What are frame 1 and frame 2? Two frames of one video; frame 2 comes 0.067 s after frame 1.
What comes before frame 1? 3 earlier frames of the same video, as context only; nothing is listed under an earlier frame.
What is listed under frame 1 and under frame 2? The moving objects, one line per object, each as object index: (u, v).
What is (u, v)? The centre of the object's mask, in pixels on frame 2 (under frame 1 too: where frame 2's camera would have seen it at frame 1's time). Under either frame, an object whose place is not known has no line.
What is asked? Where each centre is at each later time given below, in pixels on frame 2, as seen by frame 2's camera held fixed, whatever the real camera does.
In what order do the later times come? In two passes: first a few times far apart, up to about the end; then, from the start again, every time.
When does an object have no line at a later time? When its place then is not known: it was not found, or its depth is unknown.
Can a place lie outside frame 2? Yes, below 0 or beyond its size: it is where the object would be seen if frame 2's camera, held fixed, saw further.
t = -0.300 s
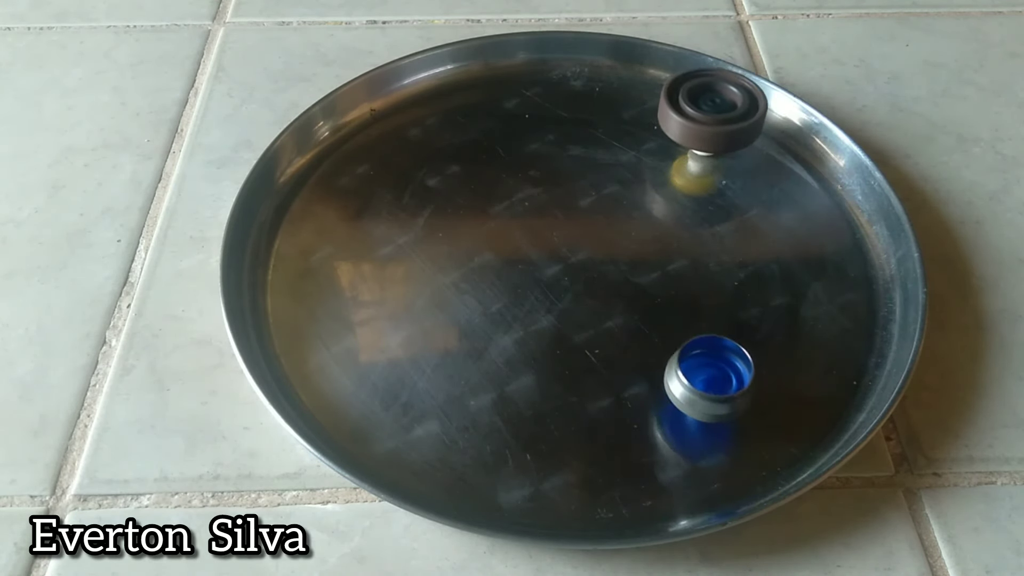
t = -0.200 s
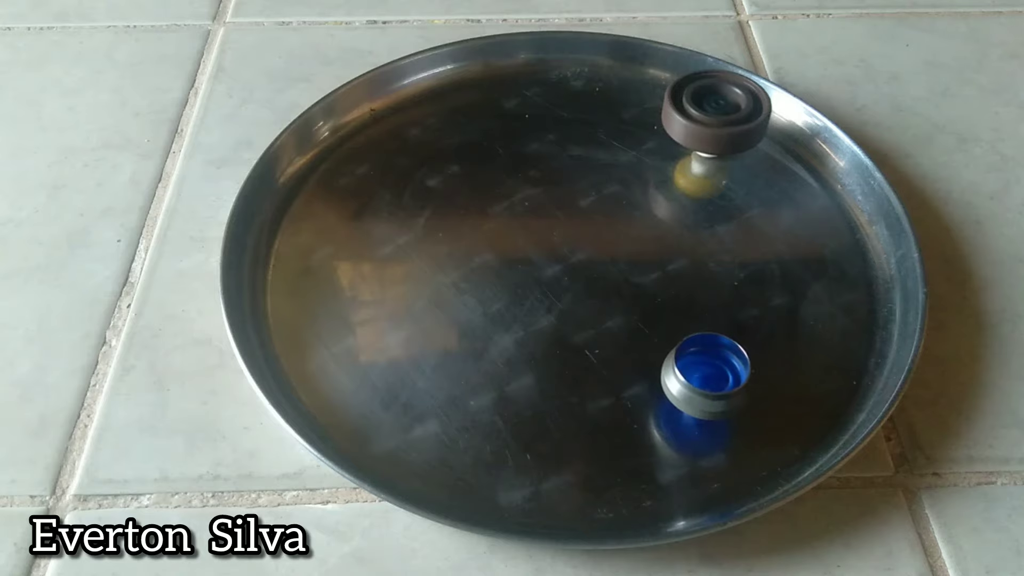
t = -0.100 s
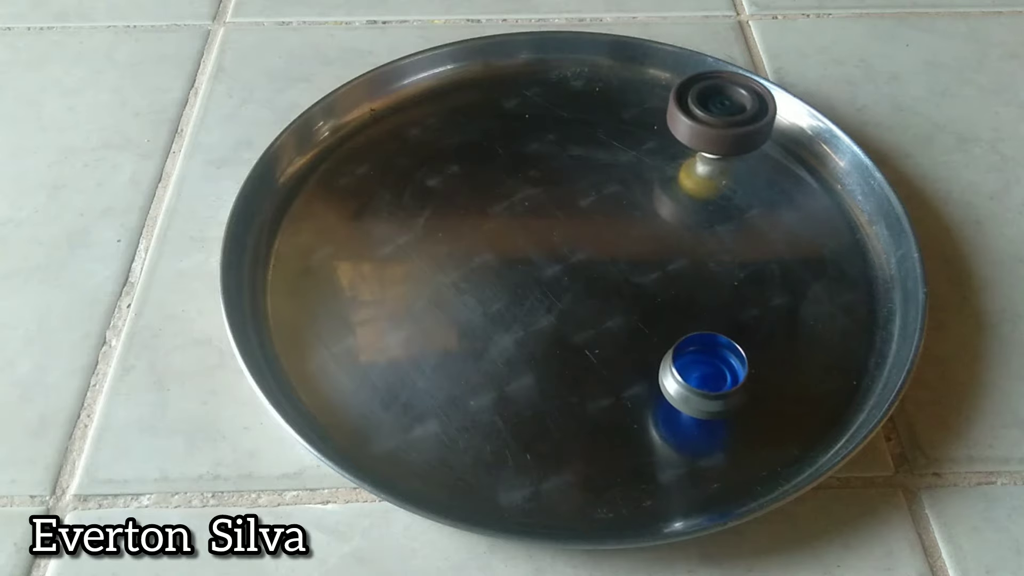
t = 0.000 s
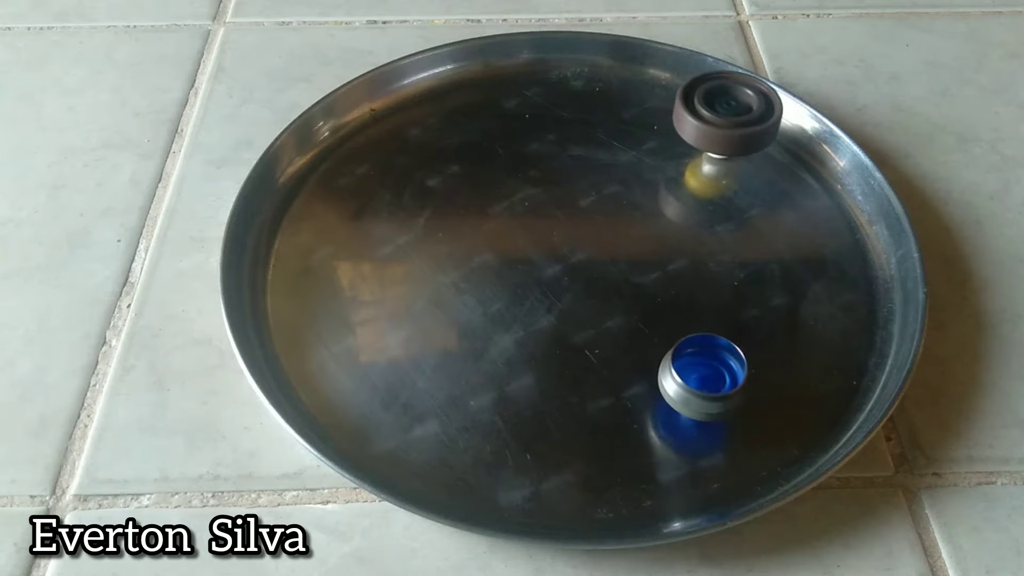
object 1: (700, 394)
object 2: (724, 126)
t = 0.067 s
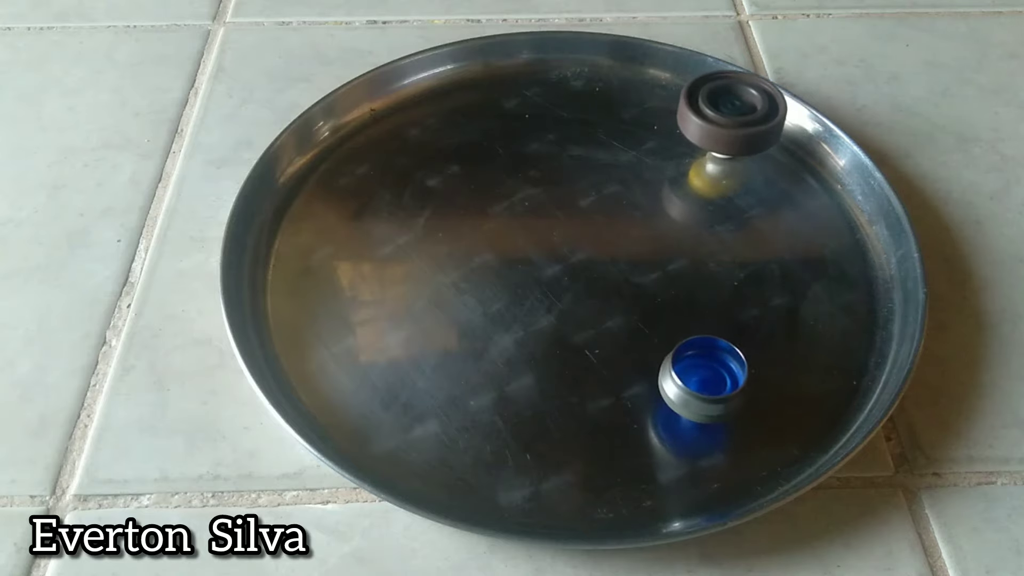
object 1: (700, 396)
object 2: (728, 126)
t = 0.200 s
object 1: (703, 402)
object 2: (730, 121)
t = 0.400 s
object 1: (715, 417)
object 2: (721, 112)
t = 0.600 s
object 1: (731, 440)
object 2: (710, 105)
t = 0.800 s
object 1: (747, 454)
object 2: (698, 102)
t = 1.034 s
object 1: (740, 446)
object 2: (686, 103)
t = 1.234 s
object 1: (728, 432)
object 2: (685, 108)
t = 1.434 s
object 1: (716, 402)
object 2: (690, 114)
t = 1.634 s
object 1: (712, 390)
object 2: (698, 116)
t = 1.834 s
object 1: (712, 385)
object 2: (708, 117)
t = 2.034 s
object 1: (718, 385)
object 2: (715, 114)
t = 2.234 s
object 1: (731, 392)
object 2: (711, 107)
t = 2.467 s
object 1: (753, 404)
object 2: (704, 102)
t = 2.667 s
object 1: (774, 423)
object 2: (696, 100)
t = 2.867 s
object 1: (792, 433)
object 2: (690, 100)
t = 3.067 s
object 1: (778, 426)
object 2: (685, 105)
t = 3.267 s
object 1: (768, 421)
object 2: (692, 113)
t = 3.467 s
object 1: (761, 421)
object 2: (702, 118)
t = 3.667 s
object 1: (759, 426)
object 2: (715, 121)
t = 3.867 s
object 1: (763, 435)
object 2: (729, 121)
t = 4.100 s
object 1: (774, 443)
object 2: (725, 112)
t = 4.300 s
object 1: (767, 444)
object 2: (718, 109)
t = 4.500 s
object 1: (761, 447)
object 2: (708, 108)
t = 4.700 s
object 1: (759, 454)
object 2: (702, 113)
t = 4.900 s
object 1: (751, 454)
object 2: (707, 121)
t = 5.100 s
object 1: (743, 458)
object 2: (716, 126)
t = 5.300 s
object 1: (737, 464)
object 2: (728, 131)
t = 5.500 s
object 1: (725, 468)
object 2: (743, 132)
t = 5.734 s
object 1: (710, 474)
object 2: (741, 123)
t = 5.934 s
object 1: (700, 478)
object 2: (732, 117)
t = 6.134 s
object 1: (688, 479)
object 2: (720, 114)
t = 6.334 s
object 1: (676, 483)
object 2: (709, 117)
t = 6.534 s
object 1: (665, 485)
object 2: (712, 124)
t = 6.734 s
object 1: (650, 485)
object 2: (718, 129)
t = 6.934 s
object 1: (635, 480)
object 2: (727, 132)
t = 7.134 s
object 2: (739, 131)
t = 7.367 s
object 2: (739, 122)
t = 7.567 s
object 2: (729, 114)
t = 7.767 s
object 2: (716, 110)
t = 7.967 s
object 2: (702, 109)
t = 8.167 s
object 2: (696, 113)
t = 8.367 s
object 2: (697, 117)
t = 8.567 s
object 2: (701, 121)
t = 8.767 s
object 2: (707, 121)
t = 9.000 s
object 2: (719, 119)
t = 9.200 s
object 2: (717, 112)
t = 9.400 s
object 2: (709, 104)
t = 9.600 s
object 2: (701, 99)
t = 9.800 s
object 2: (693, 97)
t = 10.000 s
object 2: (684, 94)
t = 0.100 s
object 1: (700, 398)
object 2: (730, 125)
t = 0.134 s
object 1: (701, 399)
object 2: (731, 124)
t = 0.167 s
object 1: (702, 400)
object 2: (731, 123)
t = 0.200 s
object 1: (703, 402)
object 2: (730, 121)
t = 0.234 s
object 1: (705, 403)
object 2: (729, 119)
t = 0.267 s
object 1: (706, 406)
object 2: (728, 117)
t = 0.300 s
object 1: (708, 408)
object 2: (726, 116)
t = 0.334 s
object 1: (710, 410)
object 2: (725, 115)
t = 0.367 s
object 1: (713, 413)
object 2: (723, 113)
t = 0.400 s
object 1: (715, 417)
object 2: (721, 112)
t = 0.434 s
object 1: (717, 417)
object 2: (719, 110)
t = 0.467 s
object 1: (719, 421)
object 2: (718, 109)
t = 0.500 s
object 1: (722, 424)
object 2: (716, 108)
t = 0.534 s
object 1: (724, 426)
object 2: (714, 107)
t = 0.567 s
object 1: (728, 437)
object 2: (712, 106)
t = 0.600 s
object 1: (731, 440)
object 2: (710, 105)
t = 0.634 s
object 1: (734, 442)
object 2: (708, 105)
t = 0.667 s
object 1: (736, 445)
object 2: (706, 104)
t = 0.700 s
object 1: (739, 447)
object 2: (704, 103)
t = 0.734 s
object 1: (742, 450)
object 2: (702, 103)
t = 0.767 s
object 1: (745, 452)
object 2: (700, 102)
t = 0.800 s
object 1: (747, 454)
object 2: (698, 102)
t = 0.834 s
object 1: (750, 456)
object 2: (696, 102)
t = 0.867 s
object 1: (752, 458)
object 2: (694, 102)
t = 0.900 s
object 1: (752, 457)
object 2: (693, 102)
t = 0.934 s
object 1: (748, 454)
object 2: (691, 103)
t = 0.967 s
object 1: (746, 451)
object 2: (689, 102)
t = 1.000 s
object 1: (743, 448)
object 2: (688, 102)
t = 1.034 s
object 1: (740, 446)
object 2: (686, 103)
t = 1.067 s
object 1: (738, 444)
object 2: (685, 103)
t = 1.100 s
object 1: (735, 442)
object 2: (684, 104)
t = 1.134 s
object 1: (734, 439)
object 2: (684, 105)
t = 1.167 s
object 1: (731, 436)
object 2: (684, 106)
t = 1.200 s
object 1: (729, 434)
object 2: (684, 107)
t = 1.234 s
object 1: (728, 432)
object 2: (685, 108)
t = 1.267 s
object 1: (726, 429)
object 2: (685, 109)
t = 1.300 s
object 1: (722, 415)
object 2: (686, 110)
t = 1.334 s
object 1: (720, 411)
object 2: (687, 111)
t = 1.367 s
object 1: (719, 407)
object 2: (688, 112)
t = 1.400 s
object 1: (717, 405)
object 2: (689, 113)
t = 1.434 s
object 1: (716, 402)
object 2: (690, 114)
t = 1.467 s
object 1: (715, 398)
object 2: (691, 115)
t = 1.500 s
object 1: (714, 396)
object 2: (692, 115)
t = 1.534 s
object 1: (713, 394)
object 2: (694, 115)
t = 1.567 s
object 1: (713, 392)
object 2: (695, 116)
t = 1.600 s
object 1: (712, 392)
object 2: (697, 116)
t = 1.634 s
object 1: (712, 390)
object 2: (698, 116)
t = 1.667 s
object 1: (711, 388)
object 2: (699, 117)
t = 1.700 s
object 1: (711, 387)
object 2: (701, 117)
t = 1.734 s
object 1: (711, 387)
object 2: (702, 117)
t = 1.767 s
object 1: (712, 385)
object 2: (704, 117)
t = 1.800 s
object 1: (712, 385)
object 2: (706, 117)
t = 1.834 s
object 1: (712, 385)
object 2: (708, 117)
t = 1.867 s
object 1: (713, 385)
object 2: (710, 117)
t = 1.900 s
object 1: (713, 384)
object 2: (712, 117)
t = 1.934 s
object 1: (714, 384)
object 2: (713, 116)
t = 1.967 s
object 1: (715, 385)
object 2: (715, 116)
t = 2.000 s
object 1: (717, 384)
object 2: (715, 115)
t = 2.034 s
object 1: (718, 385)
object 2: (715, 114)
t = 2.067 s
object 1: (720, 386)
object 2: (715, 112)
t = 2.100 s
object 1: (722, 387)
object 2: (714, 111)
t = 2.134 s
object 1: (724, 388)
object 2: (714, 111)
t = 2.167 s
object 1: (726, 389)
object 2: (713, 109)
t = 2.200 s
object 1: (729, 391)
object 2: (712, 108)
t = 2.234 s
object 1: (731, 392)
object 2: (711, 107)
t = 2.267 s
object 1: (734, 393)
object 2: (710, 106)
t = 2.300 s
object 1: (737, 395)
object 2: (709, 106)
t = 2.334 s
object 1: (740, 395)
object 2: (708, 105)
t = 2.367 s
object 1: (743, 397)
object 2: (707, 104)
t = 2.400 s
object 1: (746, 398)
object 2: (706, 103)
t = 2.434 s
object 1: (749, 401)
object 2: (705, 102)
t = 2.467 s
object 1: (753, 404)
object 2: (704, 102)
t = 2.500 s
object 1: (756, 406)
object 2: (703, 101)
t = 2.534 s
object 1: (760, 408)
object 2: (701, 101)
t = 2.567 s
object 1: (765, 417)
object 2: (700, 101)
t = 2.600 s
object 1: (768, 419)
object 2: (699, 100)
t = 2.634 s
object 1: (771, 422)
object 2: (698, 100)
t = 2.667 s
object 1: (774, 423)
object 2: (696, 100)
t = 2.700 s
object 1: (777, 425)
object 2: (695, 100)
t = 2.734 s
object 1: (780, 426)
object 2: (694, 99)
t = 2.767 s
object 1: (783, 428)
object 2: (693, 99)
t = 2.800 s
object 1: (786, 430)
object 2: (692, 100)
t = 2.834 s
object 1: (789, 431)
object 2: (691, 100)
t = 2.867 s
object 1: (792, 433)
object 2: (690, 100)
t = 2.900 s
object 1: (789, 432)
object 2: (688, 101)
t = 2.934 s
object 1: (786, 430)
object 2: (687, 101)
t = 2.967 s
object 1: (784, 429)
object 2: (686, 102)
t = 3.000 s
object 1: (782, 428)
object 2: (686, 103)
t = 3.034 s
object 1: (780, 427)
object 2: (685, 104)
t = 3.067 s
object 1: (778, 426)
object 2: (685, 105)
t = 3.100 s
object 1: (776, 425)
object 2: (686, 106)
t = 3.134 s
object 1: (774, 424)
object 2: (687, 108)
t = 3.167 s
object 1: (773, 424)
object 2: (688, 109)
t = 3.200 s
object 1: (770, 422)
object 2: (689, 111)
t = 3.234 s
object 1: (769, 422)
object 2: (691, 112)
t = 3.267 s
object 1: (768, 421)
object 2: (692, 113)
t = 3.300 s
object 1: (766, 421)
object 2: (693, 114)
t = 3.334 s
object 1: (765, 420)
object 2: (695, 115)
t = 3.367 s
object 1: (763, 420)
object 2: (697, 116)
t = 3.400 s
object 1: (762, 420)
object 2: (698, 117)
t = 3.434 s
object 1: (762, 421)
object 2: (700, 117)
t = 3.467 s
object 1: (761, 421)
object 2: (702, 118)
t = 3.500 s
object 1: (761, 421)
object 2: (703, 119)
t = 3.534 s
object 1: (760, 422)
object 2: (706, 120)
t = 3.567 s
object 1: (759, 424)
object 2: (708, 120)
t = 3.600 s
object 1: (759, 424)
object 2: (710, 120)
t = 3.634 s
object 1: (759, 425)
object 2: (712, 121)
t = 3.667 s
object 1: (759, 426)
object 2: (715, 121)
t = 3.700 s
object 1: (760, 427)
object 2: (718, 122)
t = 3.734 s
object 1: (760, 429)
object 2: (720, 122)
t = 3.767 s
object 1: (761, 430)
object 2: (723, 122)
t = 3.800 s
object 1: (761, 432)
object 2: (726, 123)
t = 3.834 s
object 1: (762, 433)
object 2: (728, 122)
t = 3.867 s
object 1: (763, 435)
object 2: (729, 121)
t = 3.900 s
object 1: (765, 435)
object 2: (729, 120)
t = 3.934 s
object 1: (765, 437)
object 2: (729, 119)
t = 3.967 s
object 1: (767, 438)
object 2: (728, 117)
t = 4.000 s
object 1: (769, 439)
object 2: (728, 116)
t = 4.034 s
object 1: (770, 441)
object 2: (727, 115)
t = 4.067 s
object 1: (771, 443)
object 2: (726, 114)
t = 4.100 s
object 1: (774, 443)
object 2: (725, 112)
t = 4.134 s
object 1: (775, 445)
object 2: (724, 111)
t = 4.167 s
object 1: (773, 445)
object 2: (723, 111)
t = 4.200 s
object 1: (772, 445)
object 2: (722, 110)
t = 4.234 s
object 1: (770, 444)
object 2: (721, 109)
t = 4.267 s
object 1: (769, 444)
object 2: (719, 109)
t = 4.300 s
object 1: (767, 444)
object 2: (718, 109)
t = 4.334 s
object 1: (766, 444)
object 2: (717, 108)
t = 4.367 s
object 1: (766, 444)
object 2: (715, 109)
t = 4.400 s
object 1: (764, 445)
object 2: (713, 108)
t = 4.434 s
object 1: (763, 445)
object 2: (712, 108)
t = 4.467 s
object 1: (762, 446)
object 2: (710, 108)
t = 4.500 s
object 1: (761, 447)
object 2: (708, 108)
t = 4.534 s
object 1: (760, 448)
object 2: (706, 109)
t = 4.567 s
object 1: (760, 449)
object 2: (705, 109)
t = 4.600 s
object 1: (760, 450)
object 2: (703, 110)
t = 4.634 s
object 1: (759, 451)
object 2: (702, 111)
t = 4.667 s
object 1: (759, 453)
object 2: (702, 112)
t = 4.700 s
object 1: (759, 454)
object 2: (702, 113)
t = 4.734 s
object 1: (758, 454)
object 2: (703, 114)
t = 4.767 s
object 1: (757, 454)
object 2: (704, 116)
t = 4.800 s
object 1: (756, 454)
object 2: (704, 117)
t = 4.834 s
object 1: (754, 454)
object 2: (705, 118)
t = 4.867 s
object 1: (752, 454)
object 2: (706, 119)
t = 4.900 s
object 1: (751, 454)
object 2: (707, 121)
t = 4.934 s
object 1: (750, 454)
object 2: (709, 122)
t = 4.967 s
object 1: (748, 455)
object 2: (710, 123)
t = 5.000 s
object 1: (747, 455)
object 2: (712, 124)
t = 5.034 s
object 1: (746, 456)
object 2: (713, 124)
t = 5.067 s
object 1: (745, 457)
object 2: (715, 125)
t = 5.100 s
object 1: (743, 458)
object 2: (716, 126)
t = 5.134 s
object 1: (743, 458)
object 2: (718, 127)
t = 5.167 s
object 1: (741, 459)
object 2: (720, 129)
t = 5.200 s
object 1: (741, 460)
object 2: (722, 129)
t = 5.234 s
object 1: (740, 462)
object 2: (724, 129)
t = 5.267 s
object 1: (740, 463)
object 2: (726, 130)
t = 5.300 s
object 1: (737, 464)
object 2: (728, 131)
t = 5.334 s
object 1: (735, 465)
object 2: (731, 131)
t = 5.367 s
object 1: (733, 464)
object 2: (733, 132)
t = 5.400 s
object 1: (731, 466)
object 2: (735, 132)
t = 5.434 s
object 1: (729, 467)
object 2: (738, 132)
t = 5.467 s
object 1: (727, 467)
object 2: (741, 132)
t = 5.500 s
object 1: (725, 468)
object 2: (743, 132)
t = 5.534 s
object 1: (725, 468)
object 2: (744, 131)
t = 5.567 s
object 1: (722, 470)
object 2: (745, 129)
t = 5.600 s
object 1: (720, 472)
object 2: (745, 128)
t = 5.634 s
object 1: (718, 472)
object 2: (744, 126)
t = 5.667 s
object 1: (716, 472)
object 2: (743, 125)
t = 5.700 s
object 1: (712, 473)
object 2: (742, 124)
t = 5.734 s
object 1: (710, 474)
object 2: (741, 123)
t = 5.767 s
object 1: (709, 474)
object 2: (740, 122)
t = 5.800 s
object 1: (707, 475)
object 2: (739, 121)
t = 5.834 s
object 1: (705, 476)
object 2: (737, 119)
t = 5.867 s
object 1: (704, 476)
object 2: (735, 118)
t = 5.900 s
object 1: (702, 477)
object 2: (734, 118)
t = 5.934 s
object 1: (700, 478)
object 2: (732, 117)
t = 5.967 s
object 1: (698, 477)
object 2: (730, 116)
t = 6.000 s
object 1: (696, 478)
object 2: (728, 115)
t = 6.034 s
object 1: (693, 478)
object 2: (726, 114)
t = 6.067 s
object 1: (691, 479)
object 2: (724, 114)
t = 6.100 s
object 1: (689, 479)
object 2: (722, 114)
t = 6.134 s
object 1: (688, 479)
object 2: (720, 114)
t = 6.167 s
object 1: (686, 480)
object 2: (717, 114)
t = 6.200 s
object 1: (684, 481)
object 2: (715, 114)
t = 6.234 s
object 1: (682, 482)
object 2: (712, 115)
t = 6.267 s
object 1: (680, 482)
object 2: (711, 115)
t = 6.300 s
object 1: (678, 483)
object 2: (710, 116)
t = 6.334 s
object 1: (676, 483)
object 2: (709, 117)
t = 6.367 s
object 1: (674, 483)
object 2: (709, 118)
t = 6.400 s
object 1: (672, 484)
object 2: (710, 120)
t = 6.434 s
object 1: (670, 484)
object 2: (710, 120)
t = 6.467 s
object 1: (668, 484)
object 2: (711, 122)
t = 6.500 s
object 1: (667, 485)
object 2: (711, 123)
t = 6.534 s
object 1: (665, 485)
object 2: (712, 124)
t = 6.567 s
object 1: (663, 486)
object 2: (713, 125)
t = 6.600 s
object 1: (661, 487)
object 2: (714, 125)
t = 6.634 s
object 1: (659, 487)
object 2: (714, 126)
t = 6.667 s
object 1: (656, 487)
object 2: (715, 127)
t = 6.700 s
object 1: (654, 487)
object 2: (717, 128)
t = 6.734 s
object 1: (650, 485)
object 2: (718, 129)
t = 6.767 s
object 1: (646, 484)
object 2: (719, 129)
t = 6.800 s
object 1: (644, 482)
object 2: (721, 130)
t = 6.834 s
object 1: (642, 481)
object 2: (722, 131)
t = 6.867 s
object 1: (639, 481)
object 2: (723, 131)
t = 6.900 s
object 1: (638, 481)
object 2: (725, 131)
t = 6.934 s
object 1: (635, 480)
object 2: (727, 132)
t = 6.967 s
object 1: (633, 479)
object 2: (729, 132)
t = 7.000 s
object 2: (730, 132)
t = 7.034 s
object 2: (732, 132)
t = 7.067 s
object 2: (734, 132)
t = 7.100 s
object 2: (737, 132)
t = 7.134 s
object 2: (739, 131)
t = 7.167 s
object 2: (741, 131)
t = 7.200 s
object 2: (742, 130)
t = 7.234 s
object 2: (743, 129)
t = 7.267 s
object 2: (742, 127)
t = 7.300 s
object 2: (741, 125)
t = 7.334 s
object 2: (740, 124)
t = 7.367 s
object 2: (739, 122)
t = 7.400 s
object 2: (737, 121)
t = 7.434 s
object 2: (736, 119)
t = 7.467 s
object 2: (734, 117)
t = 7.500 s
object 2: (732, 117)
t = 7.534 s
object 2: (731, 115)
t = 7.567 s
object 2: (729, 114)
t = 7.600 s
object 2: (727, 113)
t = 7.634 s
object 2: (725, 112)
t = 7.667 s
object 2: (723, 111)
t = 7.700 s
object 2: (721, 111)
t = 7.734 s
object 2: (718, 110)
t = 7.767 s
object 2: (716, 110)
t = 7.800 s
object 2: (714, 110)
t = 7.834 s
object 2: (712, 109)
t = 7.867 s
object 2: (709, 109)
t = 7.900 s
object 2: (707, 108)
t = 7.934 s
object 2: (704, 109)
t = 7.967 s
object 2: (702, 109)
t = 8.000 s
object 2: (700, 109)
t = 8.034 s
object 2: (699, 109)
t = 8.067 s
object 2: (698, 110)
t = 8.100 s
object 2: (697, 111)
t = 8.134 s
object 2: (696, 112)
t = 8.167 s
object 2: (696, 113)
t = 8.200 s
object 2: (696, 114)
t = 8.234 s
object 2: (696, 115)
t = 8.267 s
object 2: (697, 116)
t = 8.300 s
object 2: (697, 116)
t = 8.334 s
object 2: (697, 117)
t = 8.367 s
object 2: (697, 117)
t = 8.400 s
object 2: (698, 118)
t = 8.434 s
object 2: (698, 119)
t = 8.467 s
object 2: (699, 119)
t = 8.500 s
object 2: (700, 120)
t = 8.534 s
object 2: (700, 120)
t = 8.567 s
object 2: (701, 121)
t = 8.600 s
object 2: (702, 121)
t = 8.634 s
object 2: (702, 121)
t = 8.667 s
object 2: (704, 121)
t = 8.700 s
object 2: (705, 121)
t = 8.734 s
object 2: (706, 122)
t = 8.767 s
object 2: (707, 121)
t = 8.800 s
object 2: (709, 121)
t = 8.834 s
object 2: (710, 121)
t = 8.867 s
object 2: (712, 121)
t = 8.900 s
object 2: (714, 121)
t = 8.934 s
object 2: (716, 120)
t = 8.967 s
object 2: (718, 120)
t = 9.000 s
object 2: (719, 119)
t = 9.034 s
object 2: (721, 118)
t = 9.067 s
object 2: (721, 117)
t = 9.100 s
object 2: (720, 115)
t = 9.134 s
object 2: (719, 114)
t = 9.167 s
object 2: (718, 112)
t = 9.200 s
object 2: (717, 112)
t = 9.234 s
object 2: (716, 110)
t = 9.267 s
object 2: (715, 110)
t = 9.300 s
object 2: (713, 107)
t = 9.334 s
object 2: (711, 105)
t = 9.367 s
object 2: (710, 105)
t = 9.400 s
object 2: (709, 104)
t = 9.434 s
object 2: (708, 103)
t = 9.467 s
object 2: (706, 102)
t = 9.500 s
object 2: (705, 102)
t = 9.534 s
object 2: (704, 101)
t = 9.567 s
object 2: (703, 100)
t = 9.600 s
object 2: (701, 99)
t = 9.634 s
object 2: (700, 100)
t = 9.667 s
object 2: (699, 98)
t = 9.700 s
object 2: (697, 97)
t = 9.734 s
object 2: (696, 97)
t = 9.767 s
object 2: (695, 97)
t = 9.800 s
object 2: (693, 97)
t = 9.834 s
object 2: (692, 97)
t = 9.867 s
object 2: (691, 96)
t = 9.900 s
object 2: (689, 96)
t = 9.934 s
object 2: (687, 96)
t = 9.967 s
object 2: (685, 95)
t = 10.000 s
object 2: (684, 94)
